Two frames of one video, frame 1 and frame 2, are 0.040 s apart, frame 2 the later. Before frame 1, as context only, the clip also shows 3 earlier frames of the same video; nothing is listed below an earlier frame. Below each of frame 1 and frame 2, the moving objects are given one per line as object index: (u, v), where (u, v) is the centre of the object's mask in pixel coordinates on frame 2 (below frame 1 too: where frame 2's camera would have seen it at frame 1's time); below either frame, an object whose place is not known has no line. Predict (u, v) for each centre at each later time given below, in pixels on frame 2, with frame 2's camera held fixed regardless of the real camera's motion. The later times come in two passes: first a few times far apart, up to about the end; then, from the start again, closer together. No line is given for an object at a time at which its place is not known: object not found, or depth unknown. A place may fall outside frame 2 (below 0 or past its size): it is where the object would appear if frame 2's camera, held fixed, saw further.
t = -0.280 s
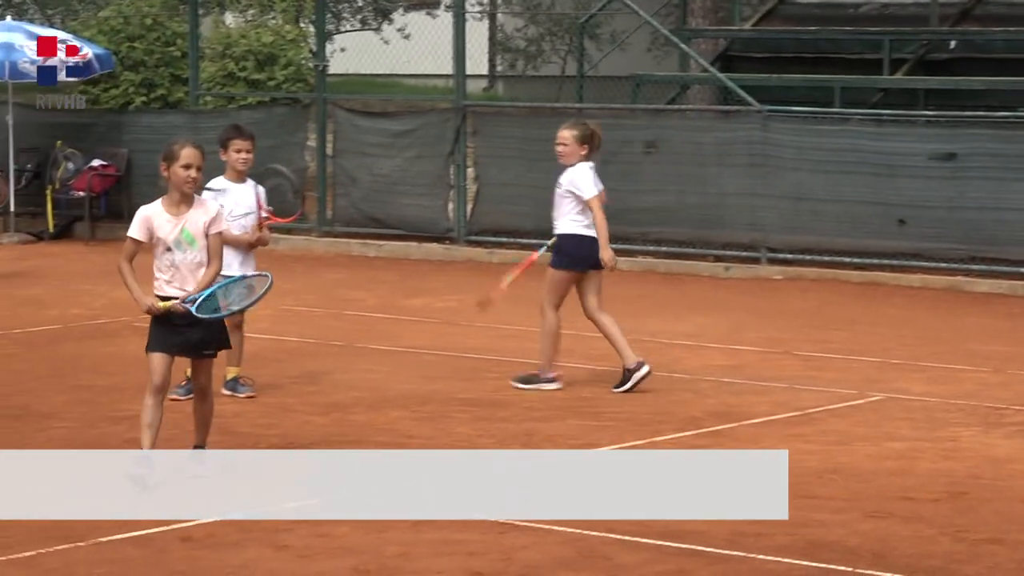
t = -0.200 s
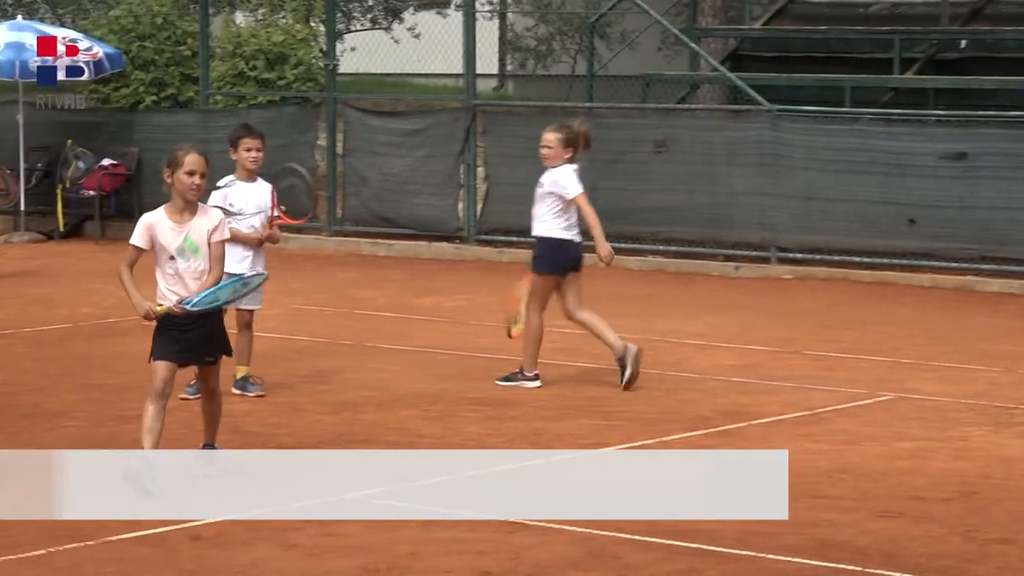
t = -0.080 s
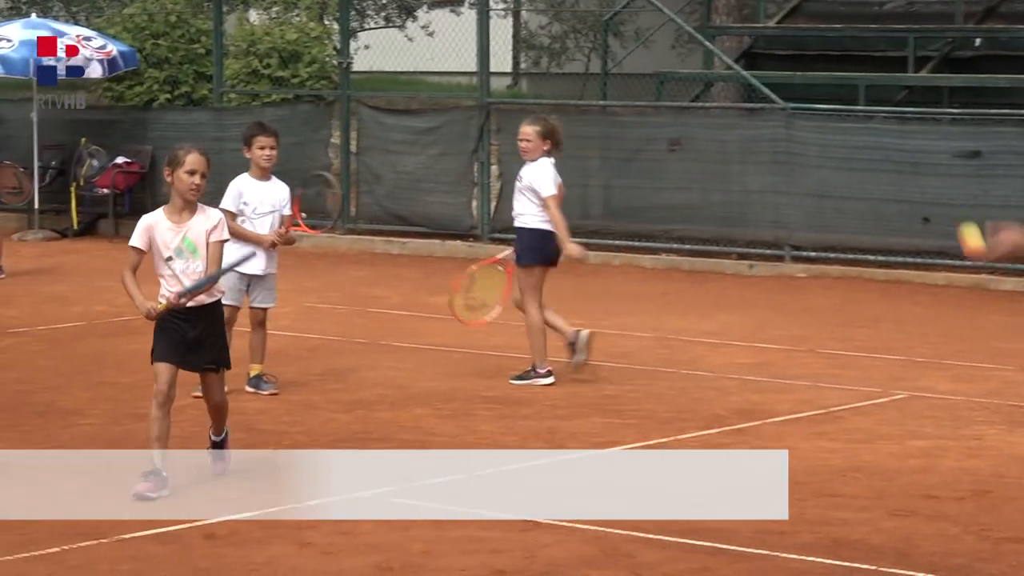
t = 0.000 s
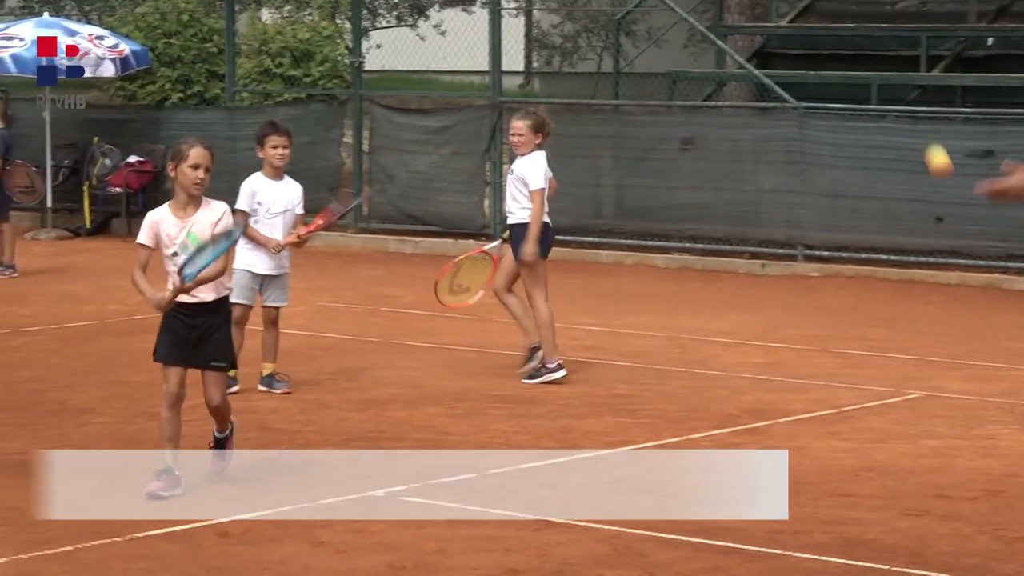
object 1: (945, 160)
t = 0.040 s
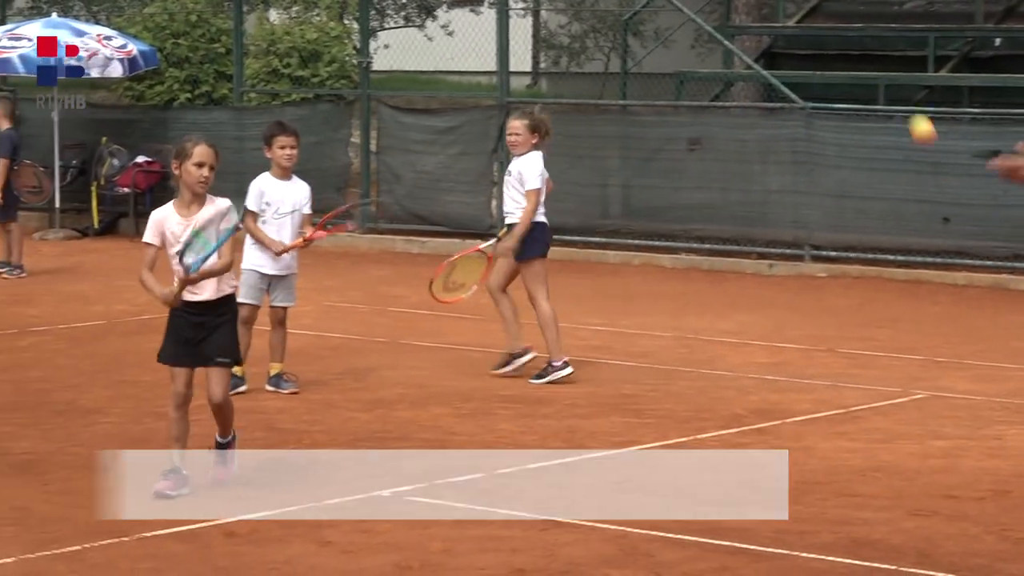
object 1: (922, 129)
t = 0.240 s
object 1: (802, 55)
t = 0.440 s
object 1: (678, 122)
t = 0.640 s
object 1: (551, 340)
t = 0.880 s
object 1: (422, 541)
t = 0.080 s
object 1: (898, 102)
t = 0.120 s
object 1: (874, 83)
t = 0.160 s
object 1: (850, 67)
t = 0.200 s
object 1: (827, 59)
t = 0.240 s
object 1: (802, 55)
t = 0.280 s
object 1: (778, 56)
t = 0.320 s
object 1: (754, 63)
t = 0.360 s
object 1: (728, 77)
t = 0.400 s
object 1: (704, 96)
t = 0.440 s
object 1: (678, 122)
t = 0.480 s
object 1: (654, 154)
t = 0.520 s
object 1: (628, 191)
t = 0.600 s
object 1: (577, 283)
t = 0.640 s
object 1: (551, 340)
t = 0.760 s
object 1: (476, 554)
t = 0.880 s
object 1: (422, 541)
